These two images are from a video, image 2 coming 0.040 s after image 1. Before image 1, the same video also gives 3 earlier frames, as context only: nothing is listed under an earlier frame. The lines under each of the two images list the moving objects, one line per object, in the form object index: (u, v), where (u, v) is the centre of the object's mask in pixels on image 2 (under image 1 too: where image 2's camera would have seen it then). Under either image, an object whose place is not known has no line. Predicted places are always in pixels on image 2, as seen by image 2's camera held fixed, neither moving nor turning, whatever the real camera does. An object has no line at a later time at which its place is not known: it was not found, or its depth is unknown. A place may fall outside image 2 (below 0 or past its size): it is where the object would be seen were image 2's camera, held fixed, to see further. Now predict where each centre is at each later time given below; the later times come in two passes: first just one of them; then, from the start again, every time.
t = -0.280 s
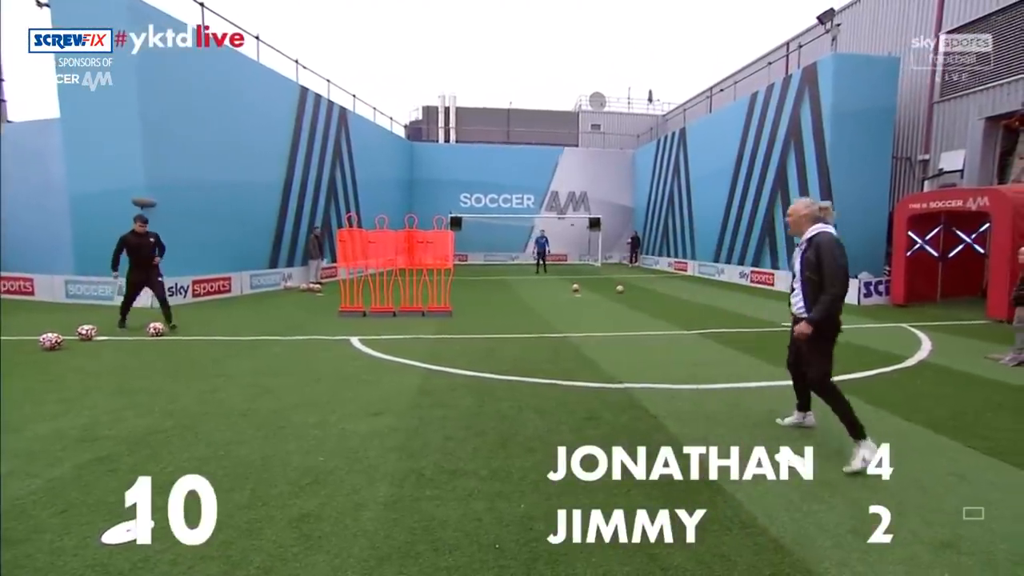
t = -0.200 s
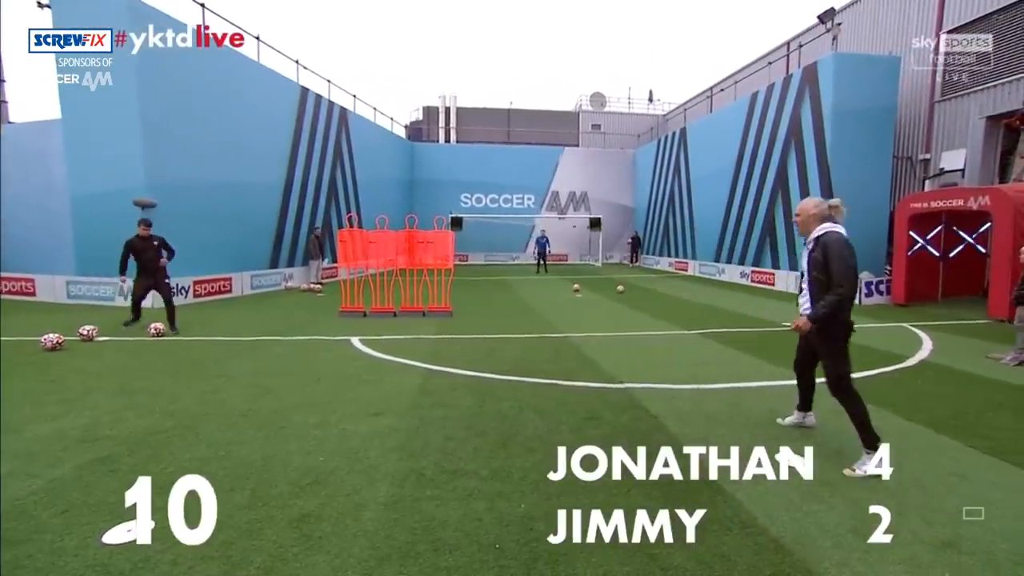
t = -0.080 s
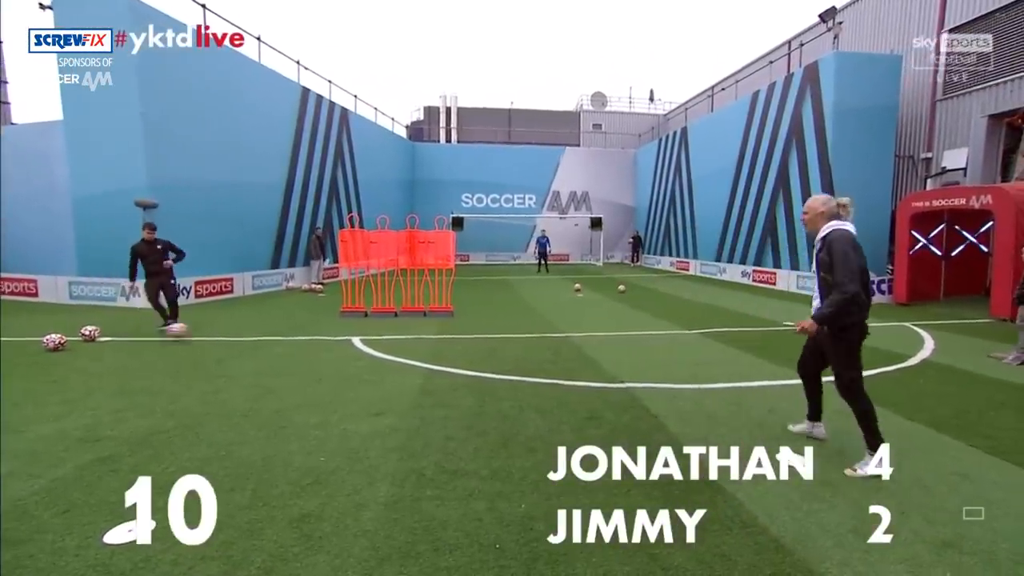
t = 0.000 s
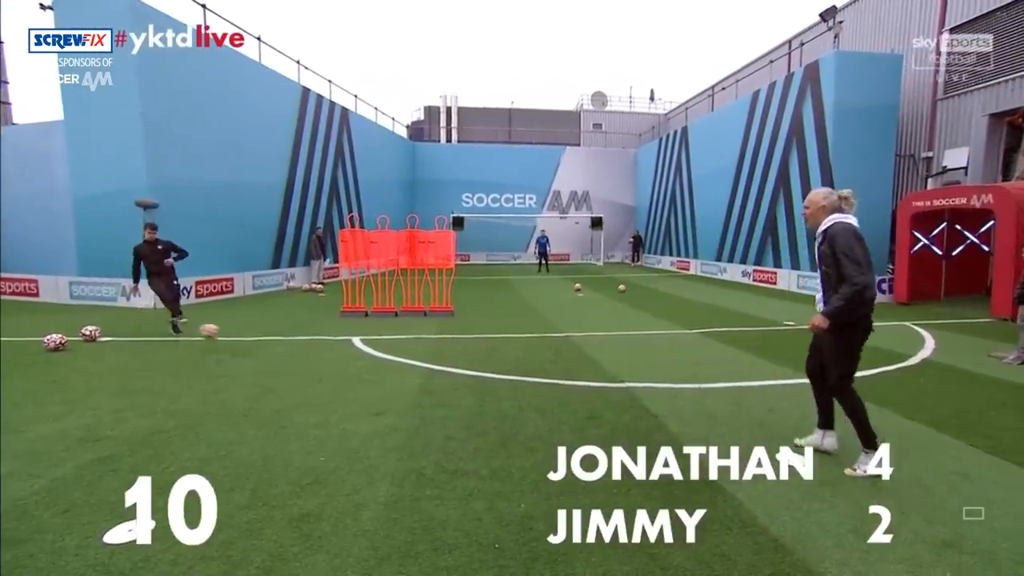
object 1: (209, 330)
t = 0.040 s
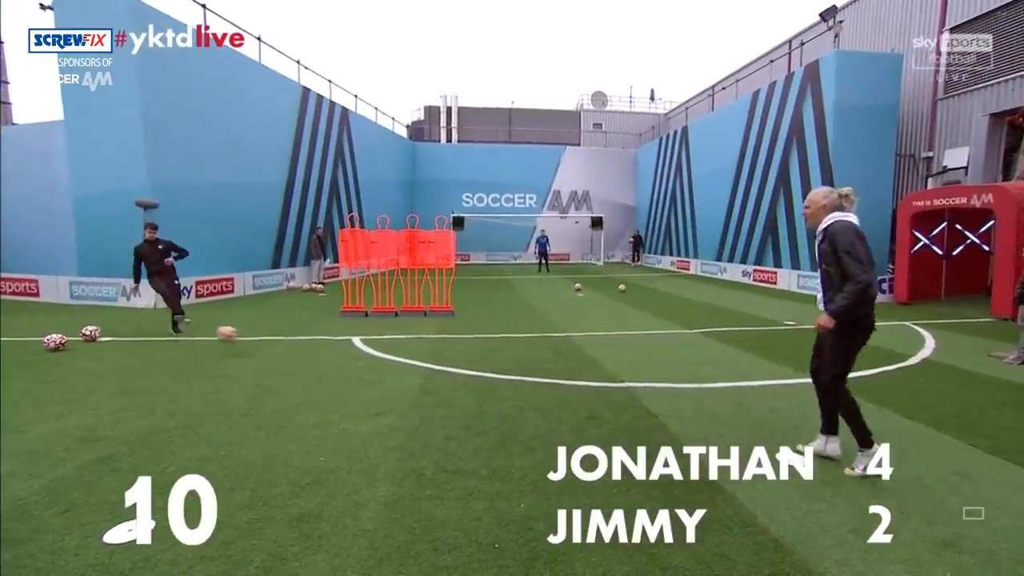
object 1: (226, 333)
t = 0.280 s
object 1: (357, 364)
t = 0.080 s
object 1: (245, 337)
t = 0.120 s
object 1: (264, 342)
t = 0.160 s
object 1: (285, 350)
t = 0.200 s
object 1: (308, 361)
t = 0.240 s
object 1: (333, 365)
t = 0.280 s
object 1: (357, 364)
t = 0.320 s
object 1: (382, 367)
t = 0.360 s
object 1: (411, 371)
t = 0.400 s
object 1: (441, 379)
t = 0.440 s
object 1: (476, 387)
